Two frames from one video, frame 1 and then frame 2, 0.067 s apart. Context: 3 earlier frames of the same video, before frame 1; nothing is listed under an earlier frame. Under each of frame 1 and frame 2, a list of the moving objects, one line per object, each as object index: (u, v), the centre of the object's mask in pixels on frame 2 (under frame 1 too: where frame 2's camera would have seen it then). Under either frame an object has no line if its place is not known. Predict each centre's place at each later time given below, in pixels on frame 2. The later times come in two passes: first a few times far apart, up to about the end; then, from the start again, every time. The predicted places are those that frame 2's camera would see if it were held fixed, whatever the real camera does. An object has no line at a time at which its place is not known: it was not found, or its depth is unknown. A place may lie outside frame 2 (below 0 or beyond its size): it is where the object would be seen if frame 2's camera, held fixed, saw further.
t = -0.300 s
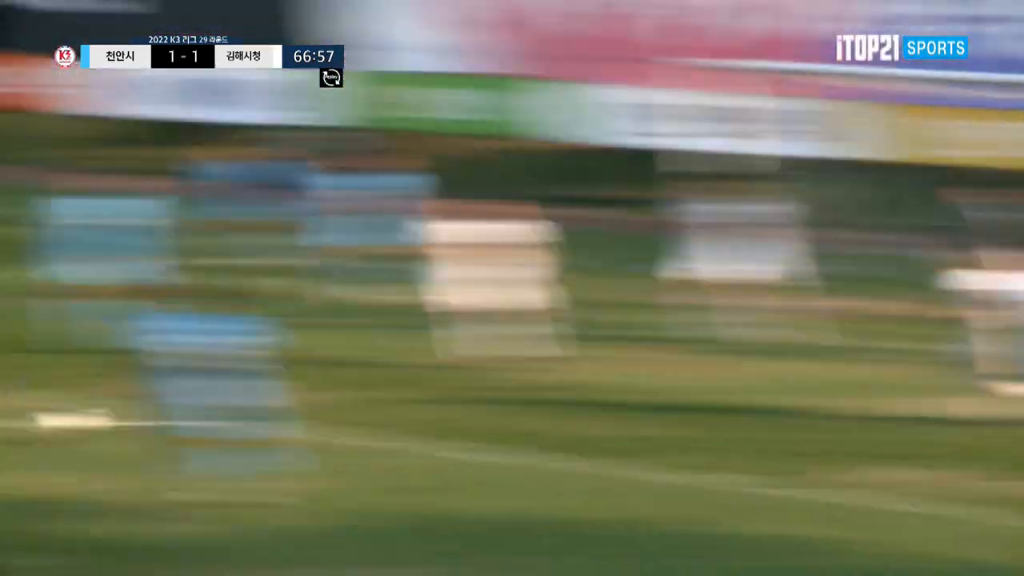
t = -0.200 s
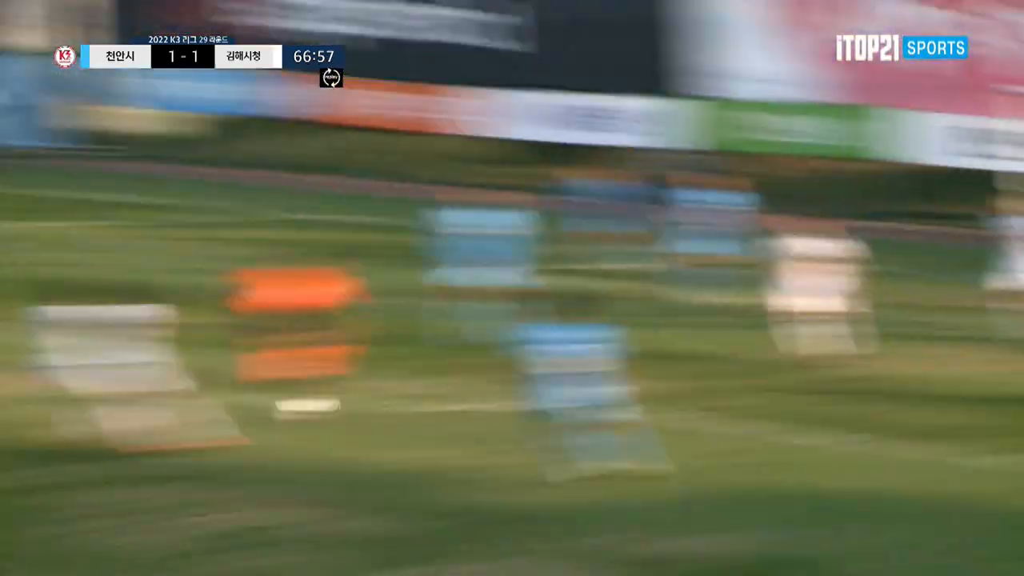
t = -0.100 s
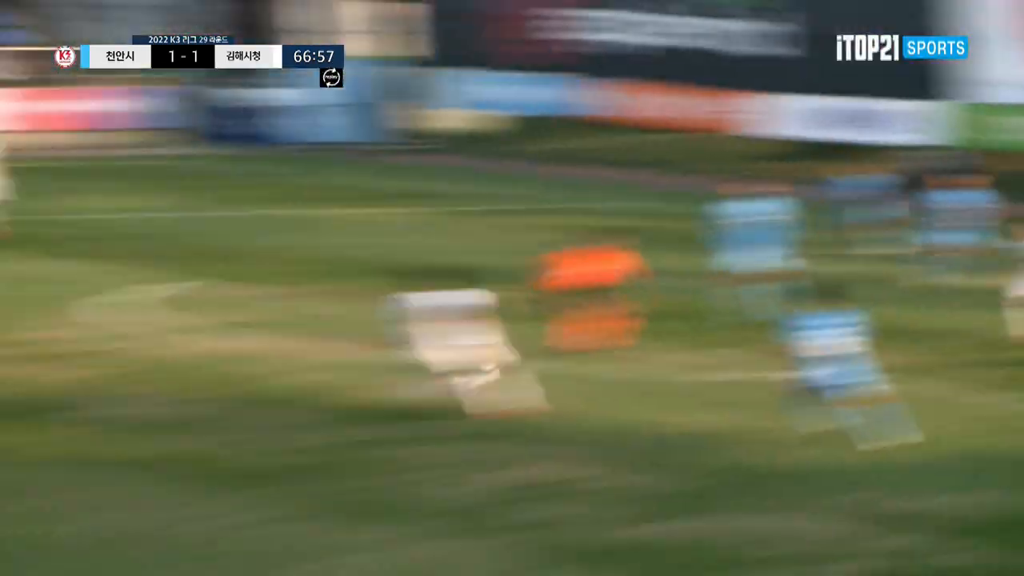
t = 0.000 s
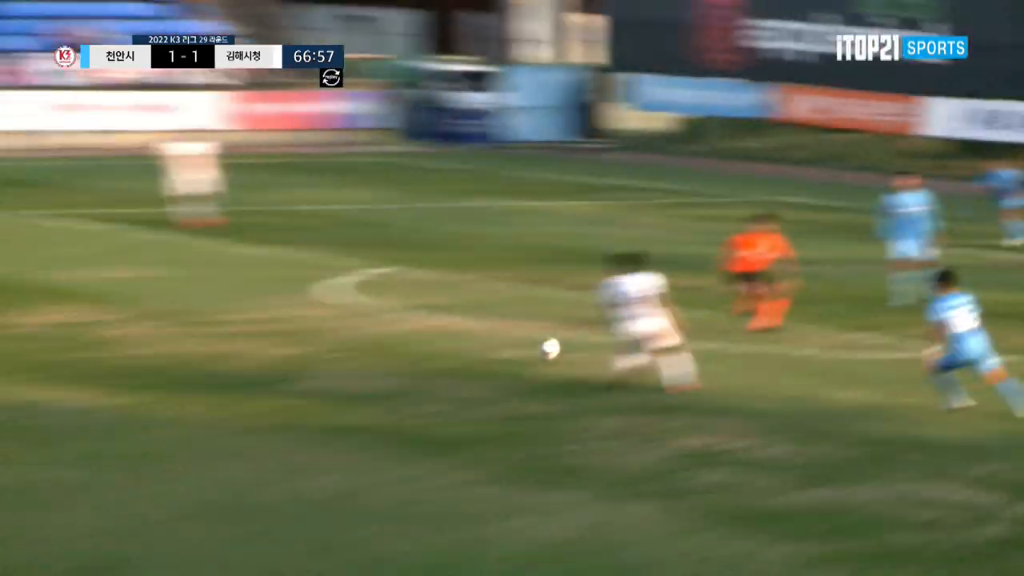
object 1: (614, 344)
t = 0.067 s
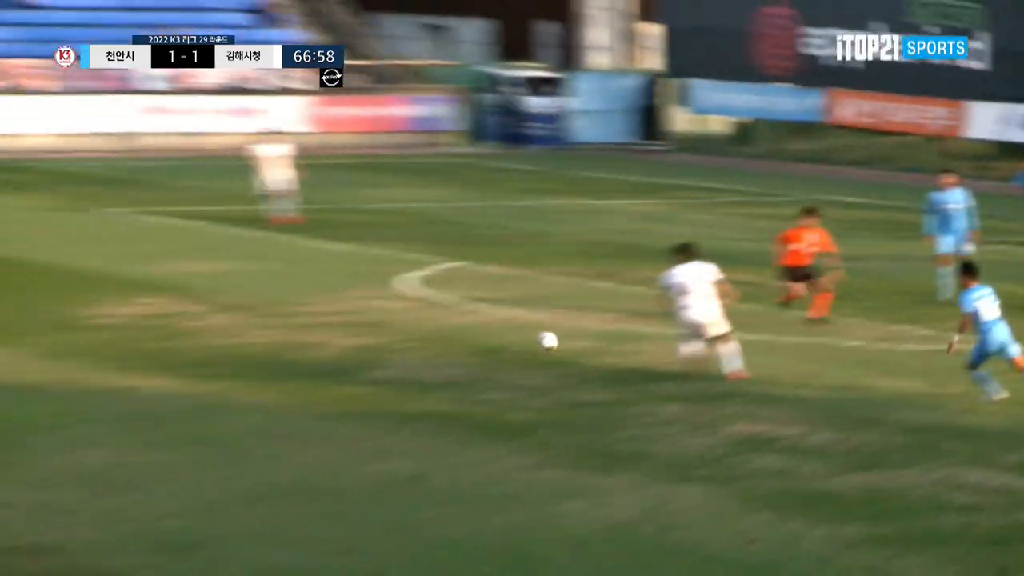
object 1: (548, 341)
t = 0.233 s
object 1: (412, 339)
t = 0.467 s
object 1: (243, 344)
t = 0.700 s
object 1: (78, 344)
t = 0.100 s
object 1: (517, 341)
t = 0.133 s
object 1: (488, 344)
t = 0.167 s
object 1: (461, 342)
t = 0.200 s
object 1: (436, 339)
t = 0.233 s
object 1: (412, 339)
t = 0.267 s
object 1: (386, 339)
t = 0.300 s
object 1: (361, 341)
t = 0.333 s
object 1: (337, 342)
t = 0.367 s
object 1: (314, 342)
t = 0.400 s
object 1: (291, 341)
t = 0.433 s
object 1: (267, 342)
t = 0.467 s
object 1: (243, 344)
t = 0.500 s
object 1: (219, 344)
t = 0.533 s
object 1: (195, 342)
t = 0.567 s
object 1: (171, 343)
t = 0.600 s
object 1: (148, 344)
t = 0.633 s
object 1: (126, 345)
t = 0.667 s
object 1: (101, 344)
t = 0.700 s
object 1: (78, 344)
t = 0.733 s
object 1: (55, 345)
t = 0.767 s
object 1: (31, 345)
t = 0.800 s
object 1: (8, 344)
